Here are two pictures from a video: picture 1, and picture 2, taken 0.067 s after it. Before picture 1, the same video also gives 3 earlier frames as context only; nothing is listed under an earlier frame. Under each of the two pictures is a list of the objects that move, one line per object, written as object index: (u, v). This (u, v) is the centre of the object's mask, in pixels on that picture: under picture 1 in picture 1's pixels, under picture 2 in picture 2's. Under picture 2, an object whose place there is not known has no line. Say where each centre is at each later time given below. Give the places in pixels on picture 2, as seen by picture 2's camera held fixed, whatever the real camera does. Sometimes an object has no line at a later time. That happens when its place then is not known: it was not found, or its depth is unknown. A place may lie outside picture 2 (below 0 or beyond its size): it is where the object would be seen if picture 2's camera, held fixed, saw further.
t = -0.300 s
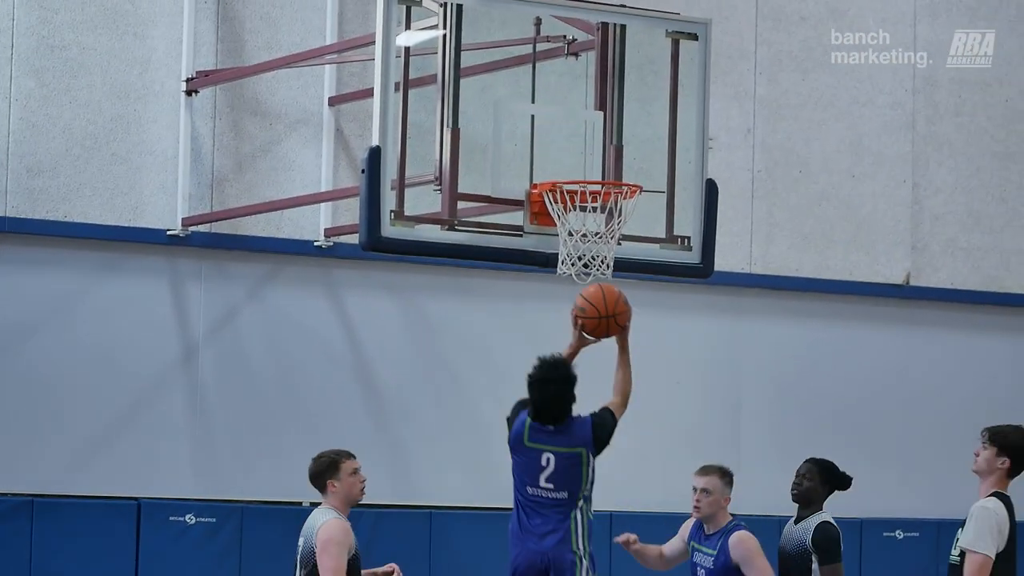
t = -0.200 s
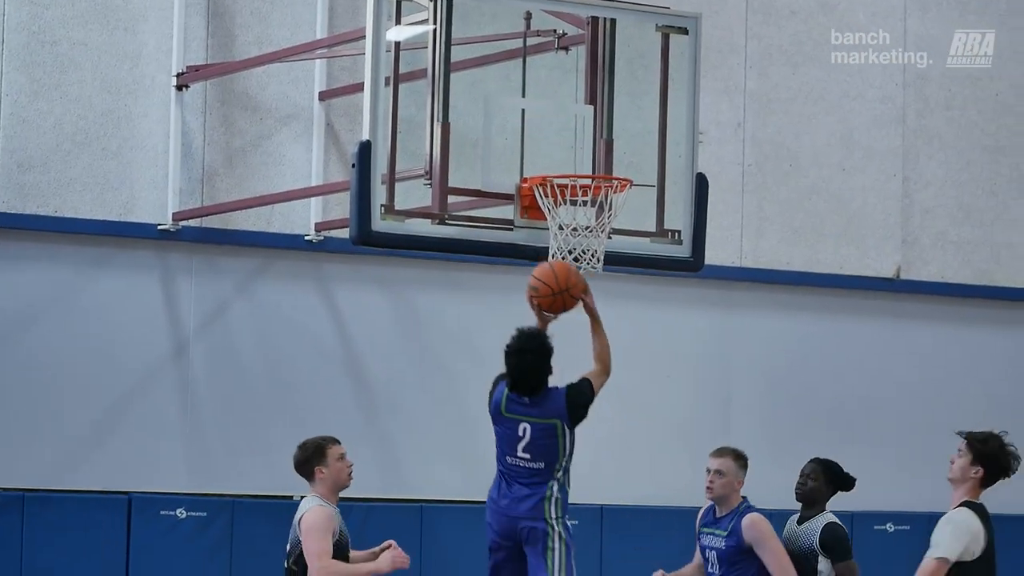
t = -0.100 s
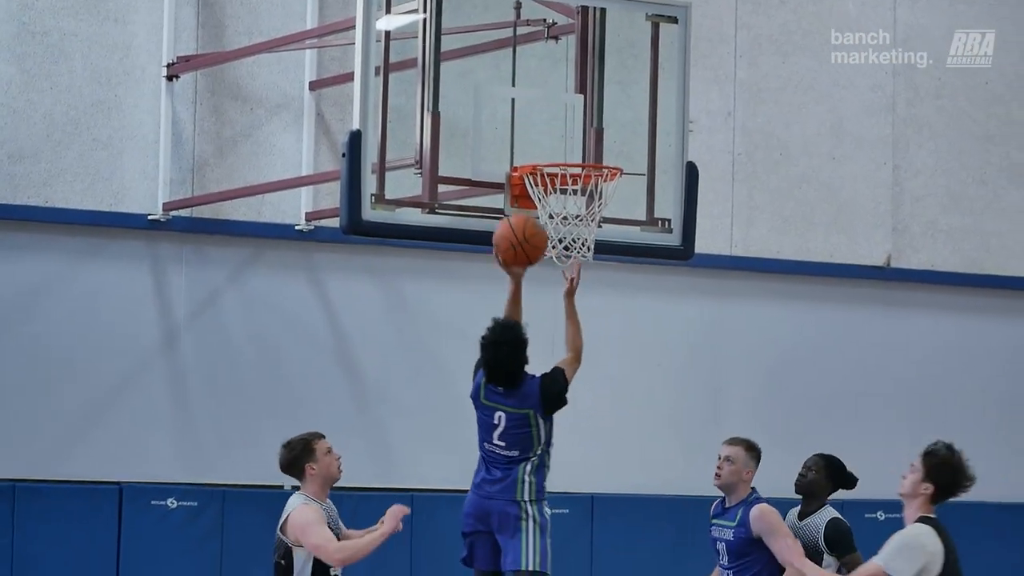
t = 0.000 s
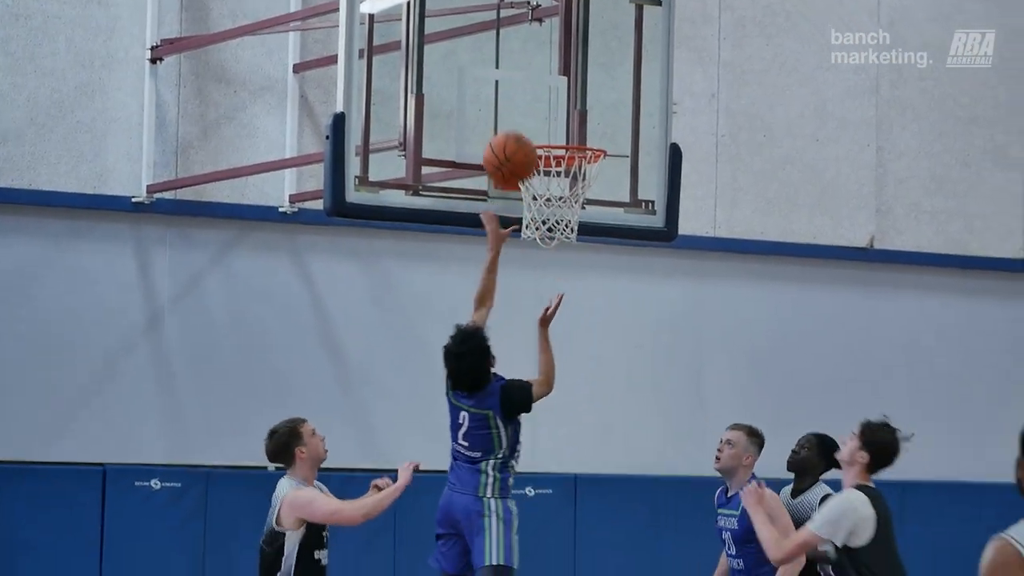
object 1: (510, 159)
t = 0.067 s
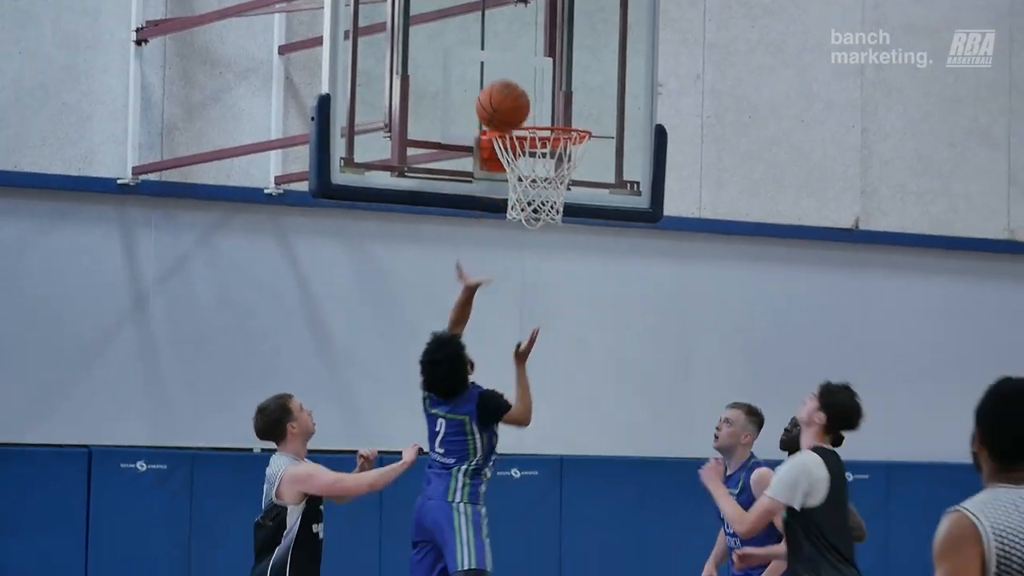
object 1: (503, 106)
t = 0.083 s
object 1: (505, 99)
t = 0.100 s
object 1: (506, 92)
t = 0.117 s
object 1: (508, 87)
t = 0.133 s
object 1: (510, 82)
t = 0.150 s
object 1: (512, 79)
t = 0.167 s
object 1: (514, 75)
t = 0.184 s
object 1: (515, 72)
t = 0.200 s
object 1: (517, 68)
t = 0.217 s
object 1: (519, 66)
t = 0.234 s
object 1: (520, 64)
